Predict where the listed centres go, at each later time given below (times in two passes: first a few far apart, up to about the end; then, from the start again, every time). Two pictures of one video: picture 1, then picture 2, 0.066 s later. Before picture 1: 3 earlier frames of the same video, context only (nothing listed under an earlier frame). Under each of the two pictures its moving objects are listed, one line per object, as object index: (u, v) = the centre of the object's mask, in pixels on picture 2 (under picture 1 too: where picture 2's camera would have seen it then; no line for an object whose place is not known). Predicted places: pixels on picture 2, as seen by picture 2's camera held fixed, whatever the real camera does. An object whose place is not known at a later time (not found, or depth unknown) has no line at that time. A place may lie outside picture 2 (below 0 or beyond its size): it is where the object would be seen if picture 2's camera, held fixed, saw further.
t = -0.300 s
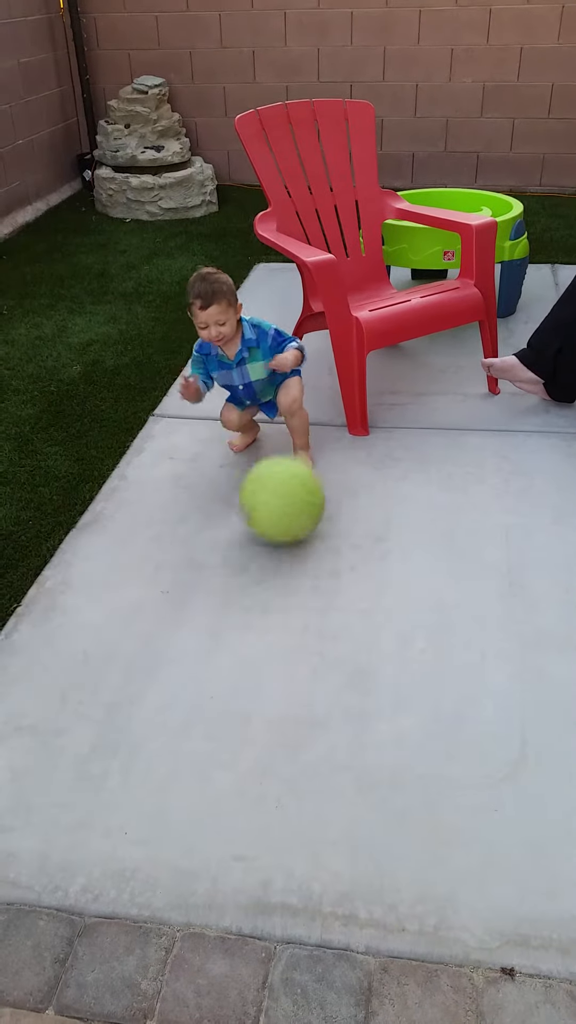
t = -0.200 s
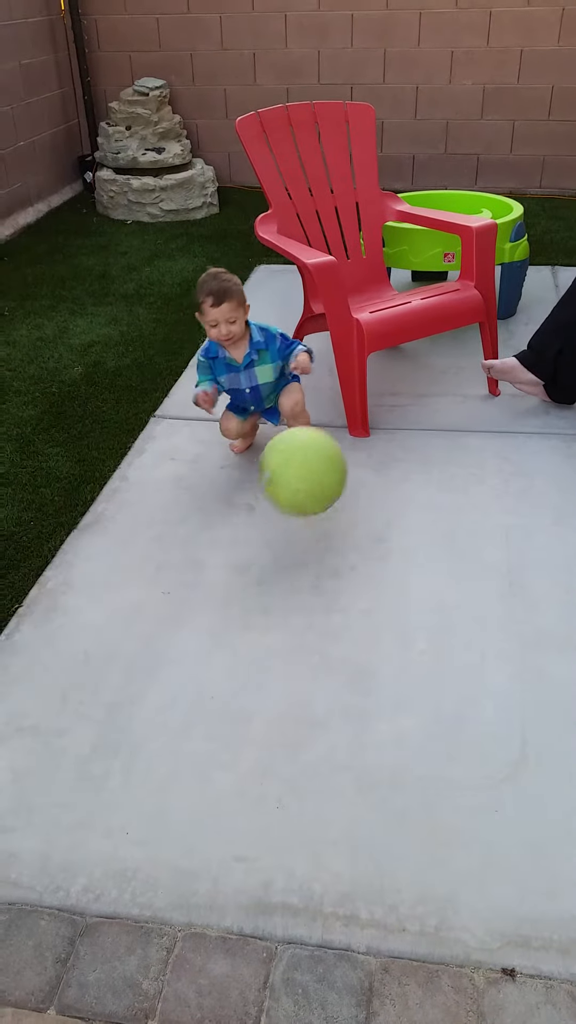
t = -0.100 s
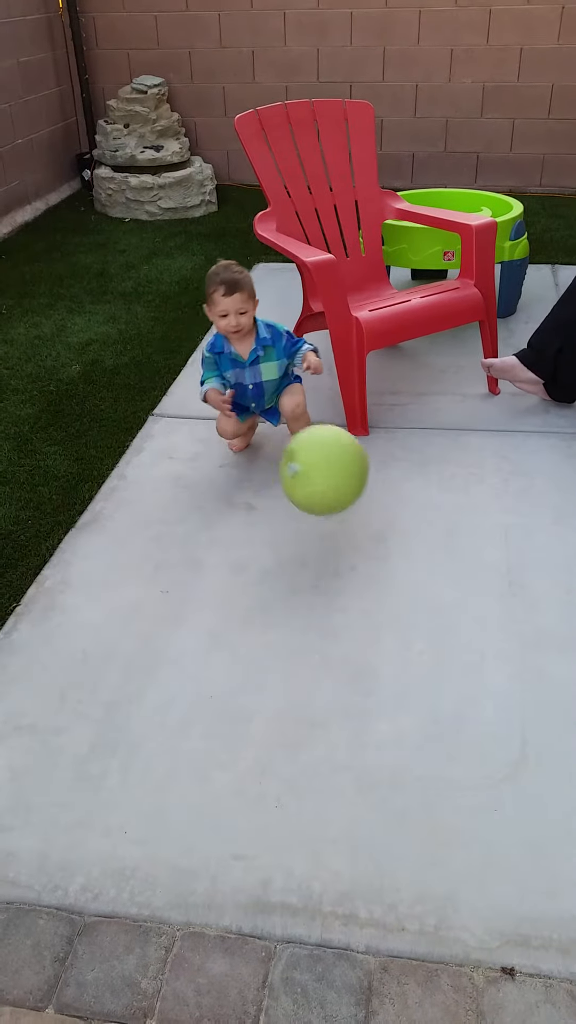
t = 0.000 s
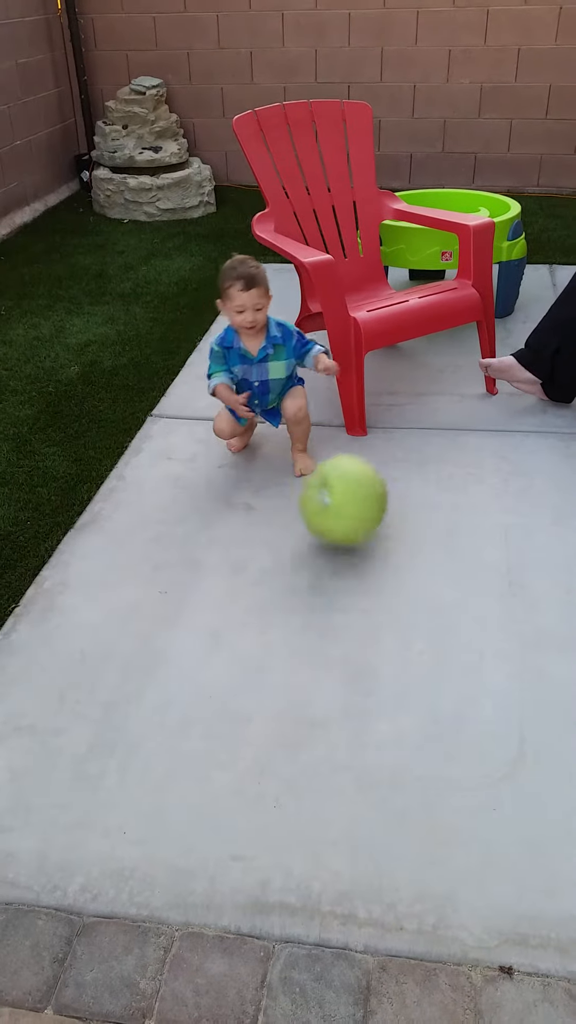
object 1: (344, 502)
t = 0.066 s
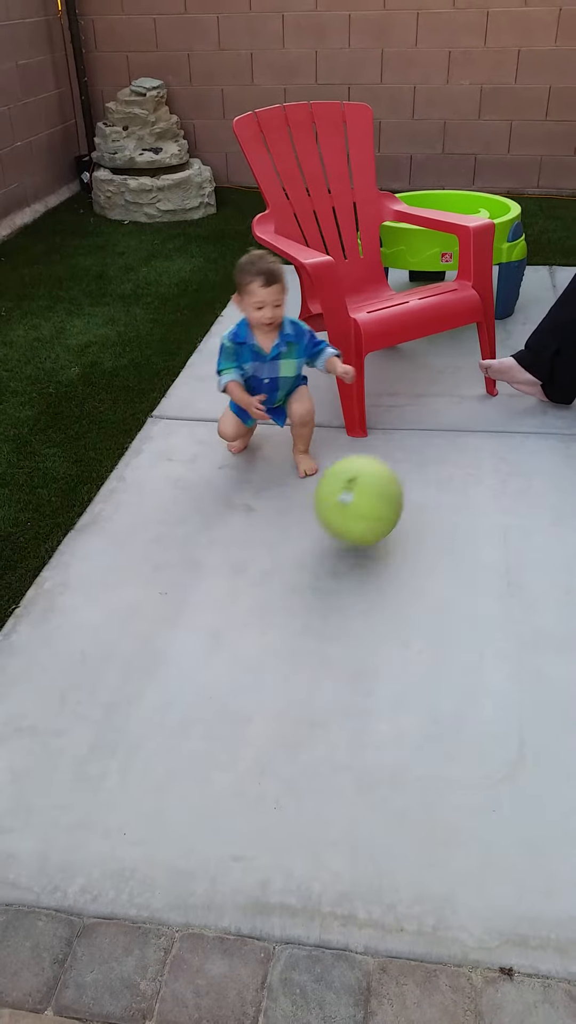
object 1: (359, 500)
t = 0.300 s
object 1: (411, 518)
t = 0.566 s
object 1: (466, 533)
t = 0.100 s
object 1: (367, 492)
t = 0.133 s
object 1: (374, 488)
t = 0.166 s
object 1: (382, 488)
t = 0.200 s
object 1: (389, 490)
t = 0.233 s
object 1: (397, 496)
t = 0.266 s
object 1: (404, 505)
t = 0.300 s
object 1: (411, 518)
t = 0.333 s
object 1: (419, 527)
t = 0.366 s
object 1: (426, 518)
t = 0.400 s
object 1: (434, 511)
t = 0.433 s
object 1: (441, 508)
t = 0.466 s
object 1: (447, 509)
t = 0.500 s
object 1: (454, 513)
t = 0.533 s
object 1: (460, 520)
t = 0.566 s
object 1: (466, 533)
